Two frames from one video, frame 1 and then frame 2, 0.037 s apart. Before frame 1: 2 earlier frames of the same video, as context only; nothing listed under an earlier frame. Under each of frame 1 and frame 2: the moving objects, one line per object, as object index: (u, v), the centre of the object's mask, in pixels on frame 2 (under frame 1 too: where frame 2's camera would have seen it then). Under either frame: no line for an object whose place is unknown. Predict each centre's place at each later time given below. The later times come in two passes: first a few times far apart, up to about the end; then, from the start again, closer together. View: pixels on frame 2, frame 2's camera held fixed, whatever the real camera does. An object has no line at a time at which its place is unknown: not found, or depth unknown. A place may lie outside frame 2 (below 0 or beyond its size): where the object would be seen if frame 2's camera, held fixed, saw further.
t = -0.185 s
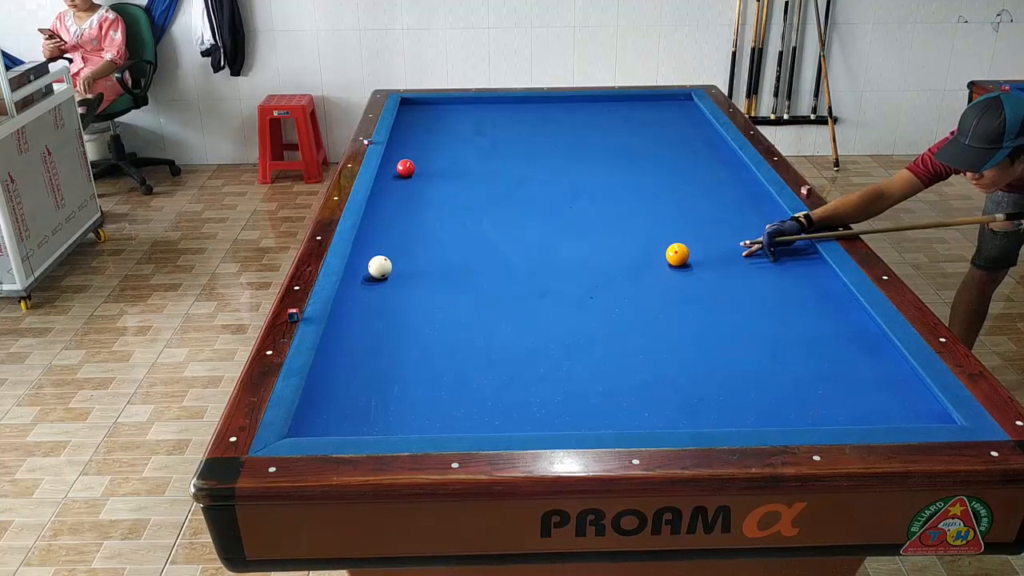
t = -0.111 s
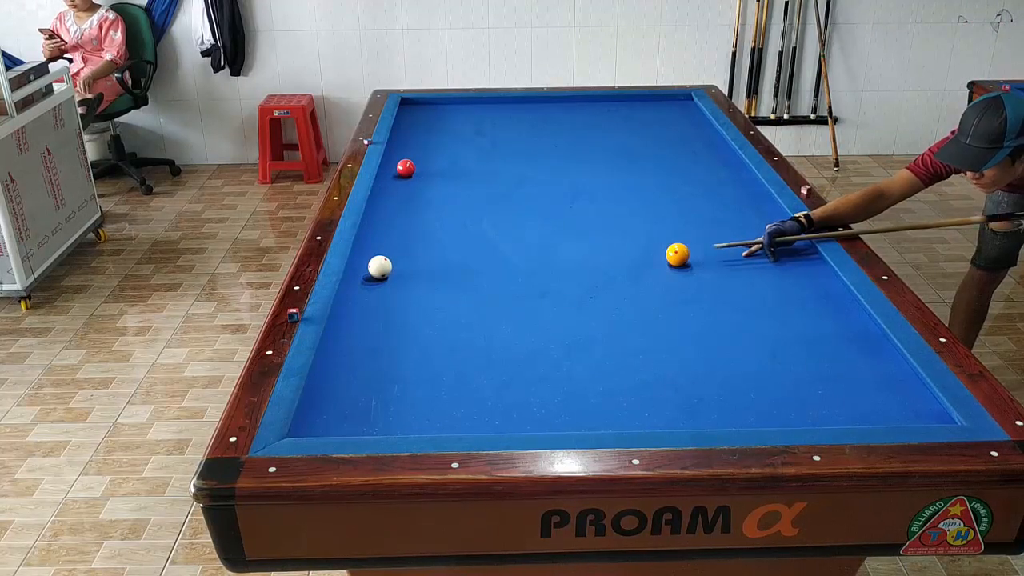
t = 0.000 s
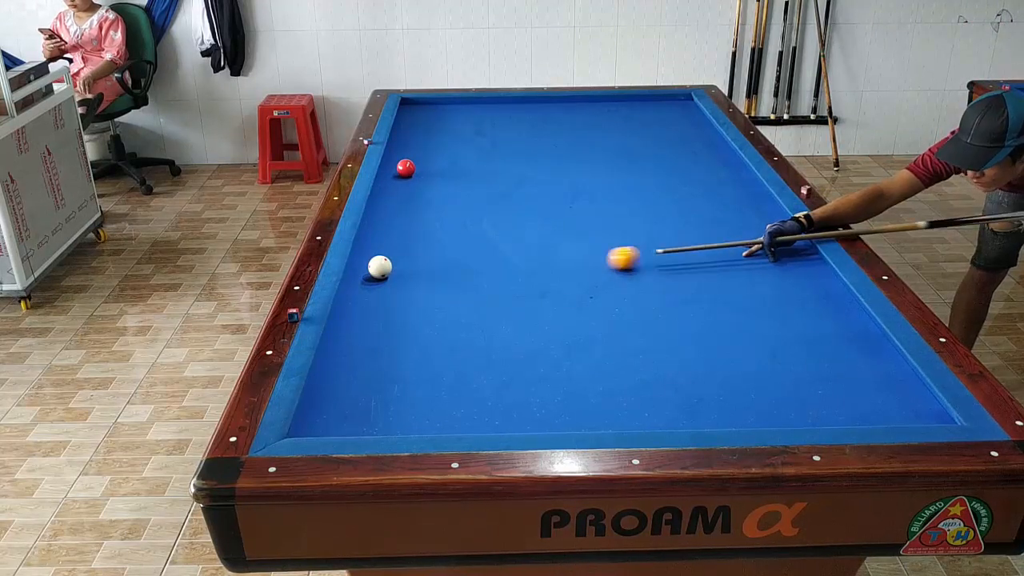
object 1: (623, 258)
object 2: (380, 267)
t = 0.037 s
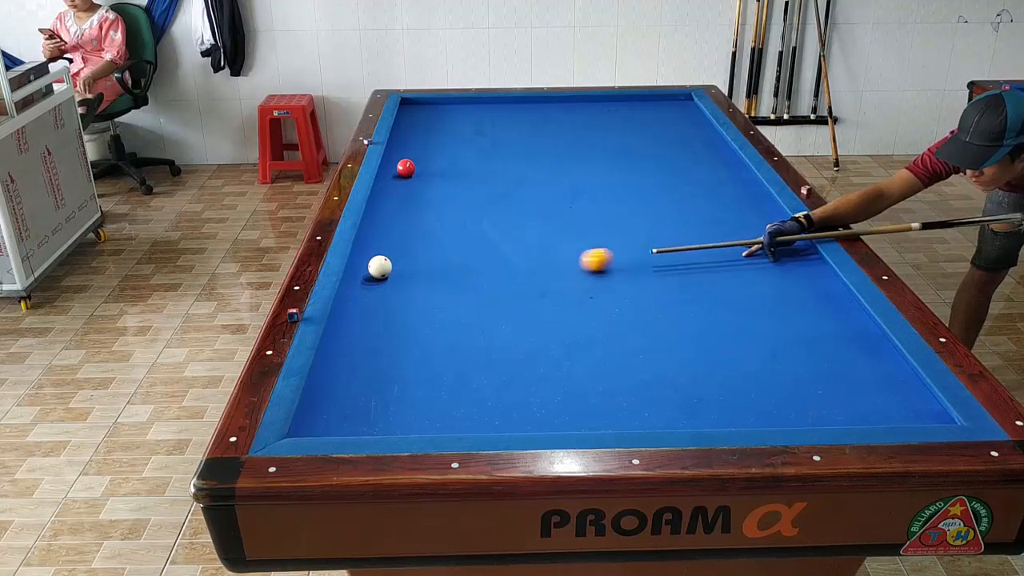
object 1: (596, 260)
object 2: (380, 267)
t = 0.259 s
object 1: (430, 272)
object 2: (380, 267)
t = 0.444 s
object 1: (362, 296)
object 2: (372, 255)
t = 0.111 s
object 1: (541, 264)
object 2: (380, 267)
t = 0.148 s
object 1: (514, 266)
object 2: (380, 267)
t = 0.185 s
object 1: (486, 268)
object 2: (380, 267)
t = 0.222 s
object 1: (458, 270)
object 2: (380, 267)
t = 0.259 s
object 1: (430, 272)
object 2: (380, 267)
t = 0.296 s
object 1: (402, 273)
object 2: (378, 266)
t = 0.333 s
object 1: (382, 279)
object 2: (370, 261)
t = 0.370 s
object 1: (364, 285)
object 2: (361, 259)
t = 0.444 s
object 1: (362, 296)
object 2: (372, 255)
